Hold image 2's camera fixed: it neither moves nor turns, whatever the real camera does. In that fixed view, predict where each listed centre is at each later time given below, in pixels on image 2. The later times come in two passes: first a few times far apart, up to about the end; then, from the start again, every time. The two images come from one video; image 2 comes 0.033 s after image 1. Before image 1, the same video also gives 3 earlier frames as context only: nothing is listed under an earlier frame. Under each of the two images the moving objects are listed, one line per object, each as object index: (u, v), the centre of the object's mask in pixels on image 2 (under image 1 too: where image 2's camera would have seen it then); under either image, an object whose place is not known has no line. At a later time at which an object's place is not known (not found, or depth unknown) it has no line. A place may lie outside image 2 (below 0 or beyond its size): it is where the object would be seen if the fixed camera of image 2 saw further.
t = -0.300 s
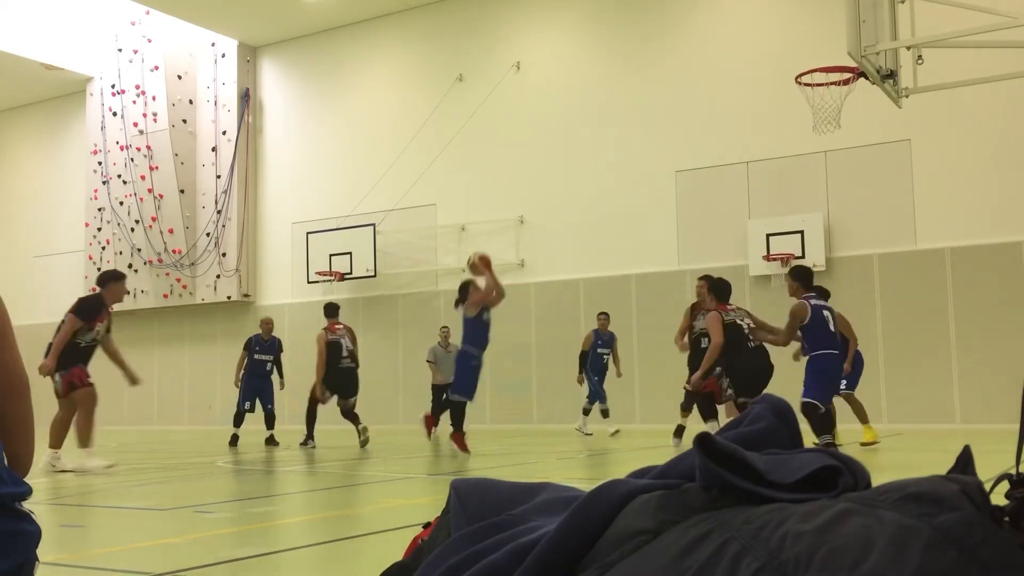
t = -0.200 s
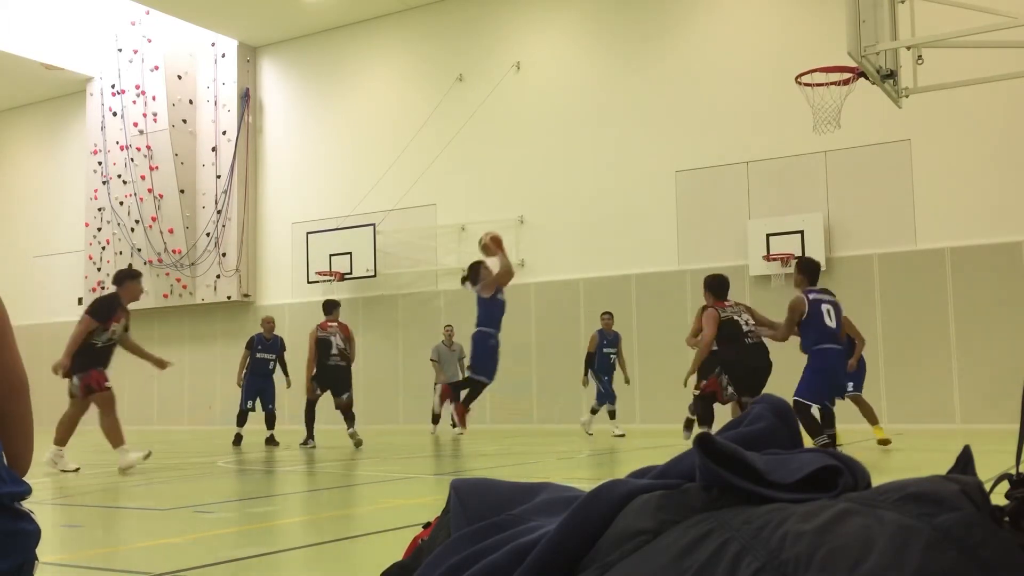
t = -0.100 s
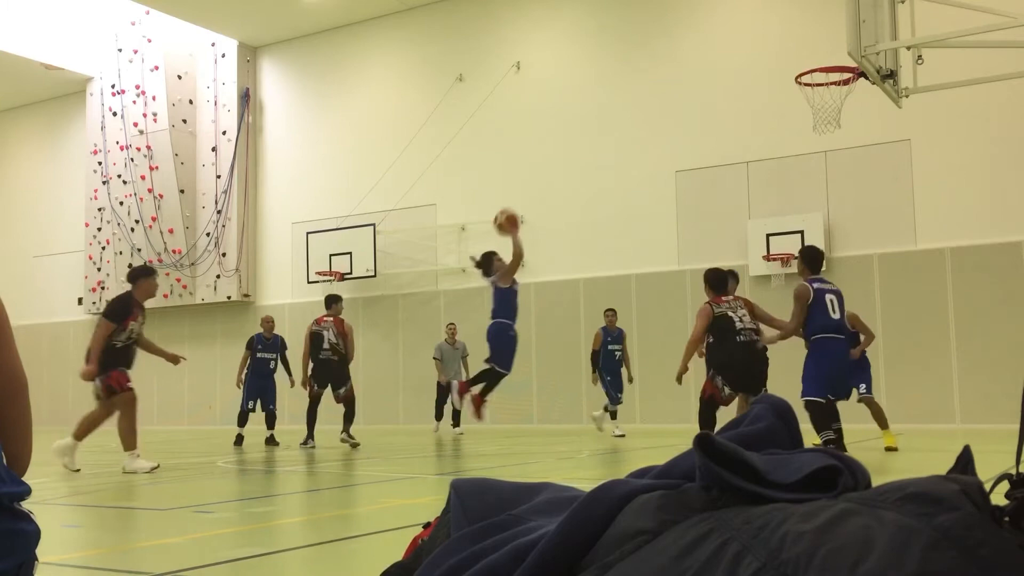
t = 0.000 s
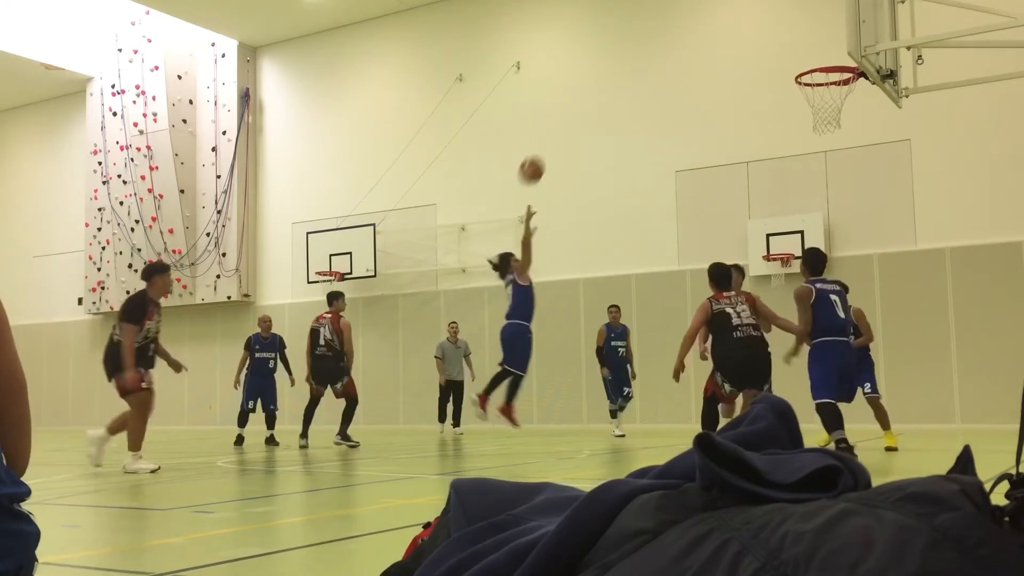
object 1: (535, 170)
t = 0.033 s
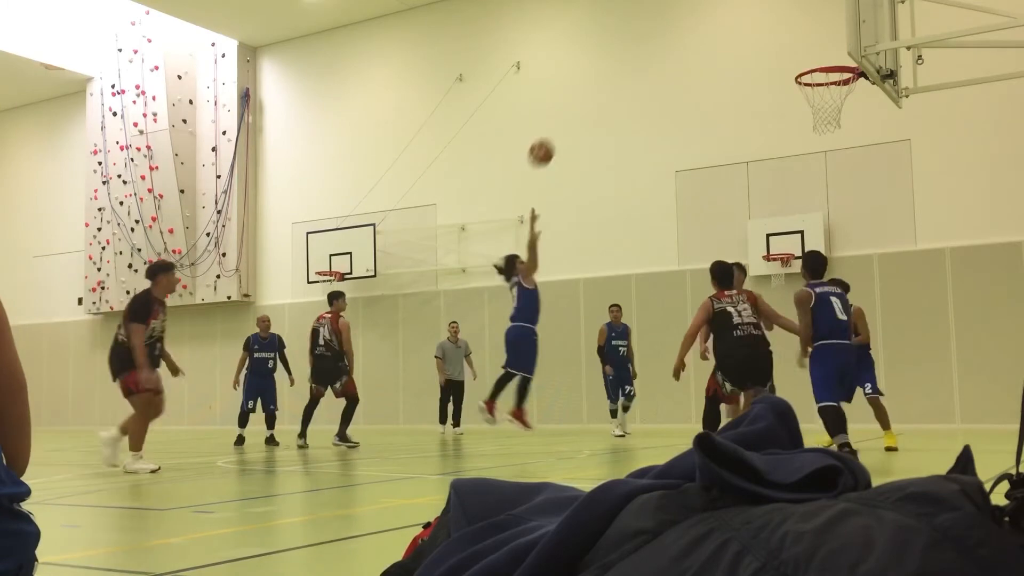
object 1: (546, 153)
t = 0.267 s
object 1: (619, 59)
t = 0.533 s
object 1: (709, 17)
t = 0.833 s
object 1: (821, 60)
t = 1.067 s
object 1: (830, 152)
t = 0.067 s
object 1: (556, 137)
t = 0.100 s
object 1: (566, 121)
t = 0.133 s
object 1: (577, 107)
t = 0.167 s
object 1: (586, 93)
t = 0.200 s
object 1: (597, 82)
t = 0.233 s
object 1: (609, 69)
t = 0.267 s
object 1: (619, 59)
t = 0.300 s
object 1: (630, 50)
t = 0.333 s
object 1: (640, 43)
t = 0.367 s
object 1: (651, 35)
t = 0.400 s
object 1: (663, 29)
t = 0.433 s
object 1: (674, 25)
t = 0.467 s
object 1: (685, 22)
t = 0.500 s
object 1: (697, 19)
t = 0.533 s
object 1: (709, 17)
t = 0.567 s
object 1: (721, 16)
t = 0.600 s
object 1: (732, 20)
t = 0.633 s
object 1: (745, 22)
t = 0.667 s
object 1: (758, 26)
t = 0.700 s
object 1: (771, 31)
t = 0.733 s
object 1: (781, 34)
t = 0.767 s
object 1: (794, 42)
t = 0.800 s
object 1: (808, 51)
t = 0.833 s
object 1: (821, 60)
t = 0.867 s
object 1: (835, 72)
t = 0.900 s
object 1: (845, 89)
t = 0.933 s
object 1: (844, 102)
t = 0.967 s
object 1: (838, 112)
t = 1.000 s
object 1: (839, 125)
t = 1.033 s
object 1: (833, 138)
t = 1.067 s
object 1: (830, 152)
